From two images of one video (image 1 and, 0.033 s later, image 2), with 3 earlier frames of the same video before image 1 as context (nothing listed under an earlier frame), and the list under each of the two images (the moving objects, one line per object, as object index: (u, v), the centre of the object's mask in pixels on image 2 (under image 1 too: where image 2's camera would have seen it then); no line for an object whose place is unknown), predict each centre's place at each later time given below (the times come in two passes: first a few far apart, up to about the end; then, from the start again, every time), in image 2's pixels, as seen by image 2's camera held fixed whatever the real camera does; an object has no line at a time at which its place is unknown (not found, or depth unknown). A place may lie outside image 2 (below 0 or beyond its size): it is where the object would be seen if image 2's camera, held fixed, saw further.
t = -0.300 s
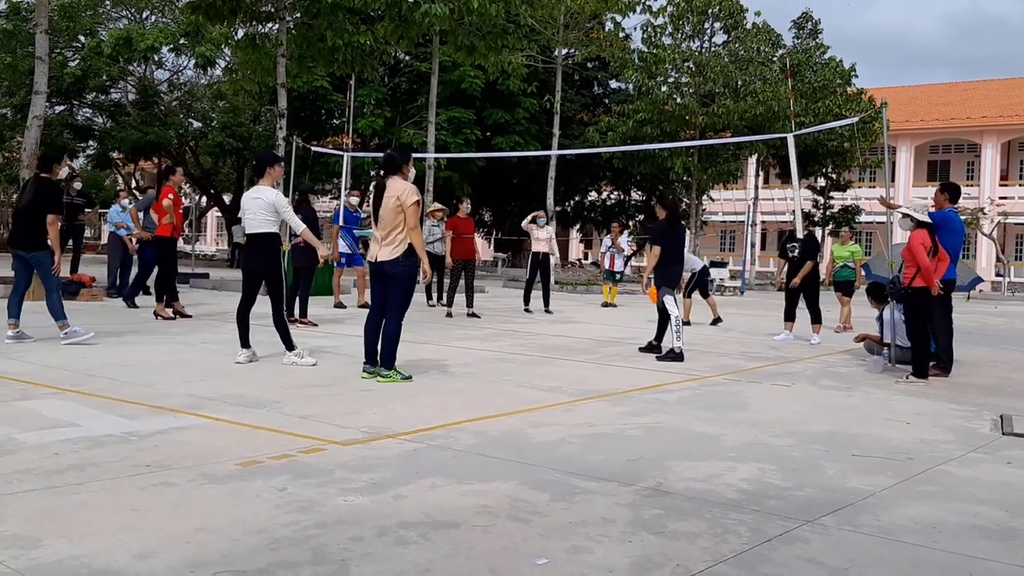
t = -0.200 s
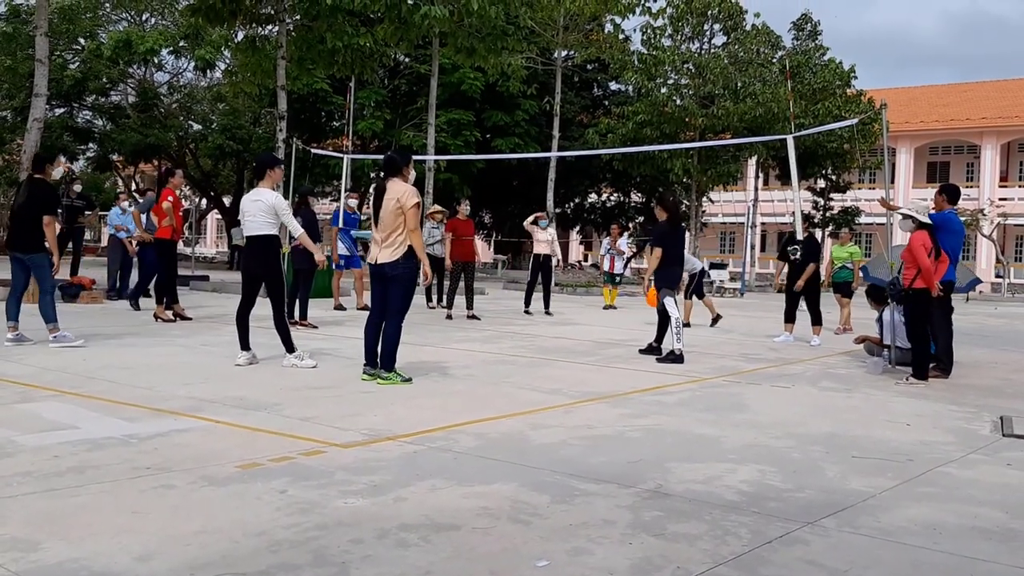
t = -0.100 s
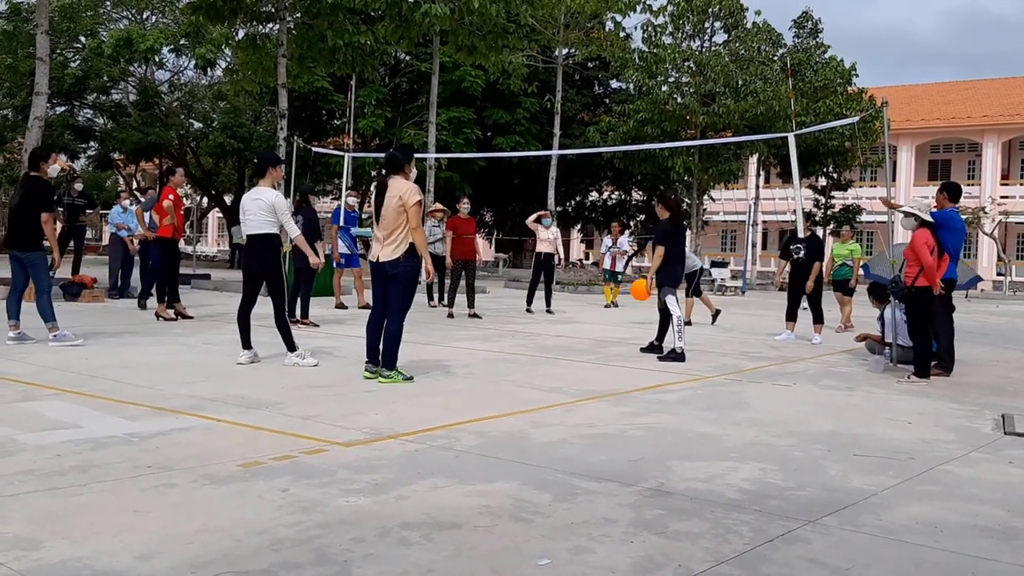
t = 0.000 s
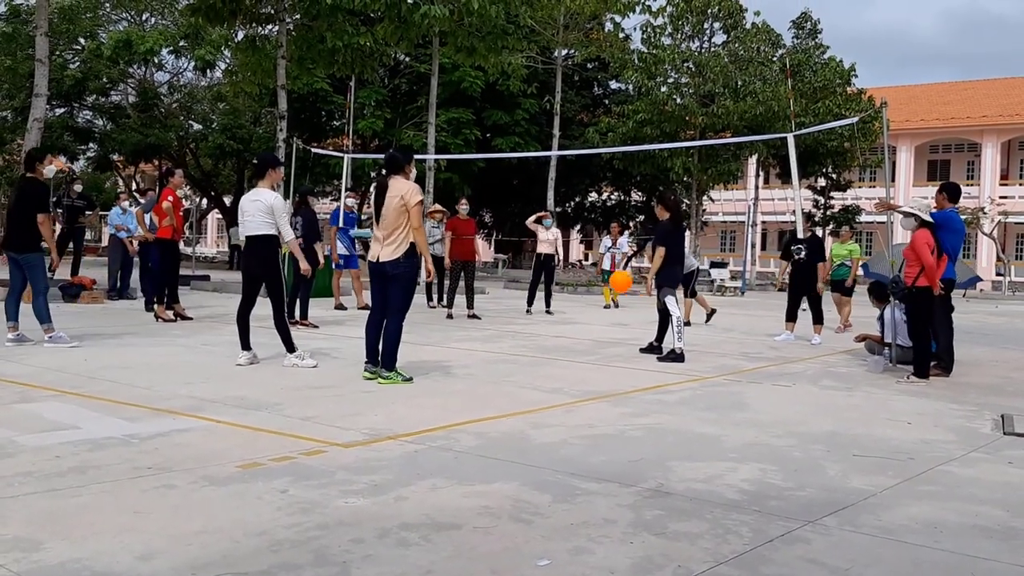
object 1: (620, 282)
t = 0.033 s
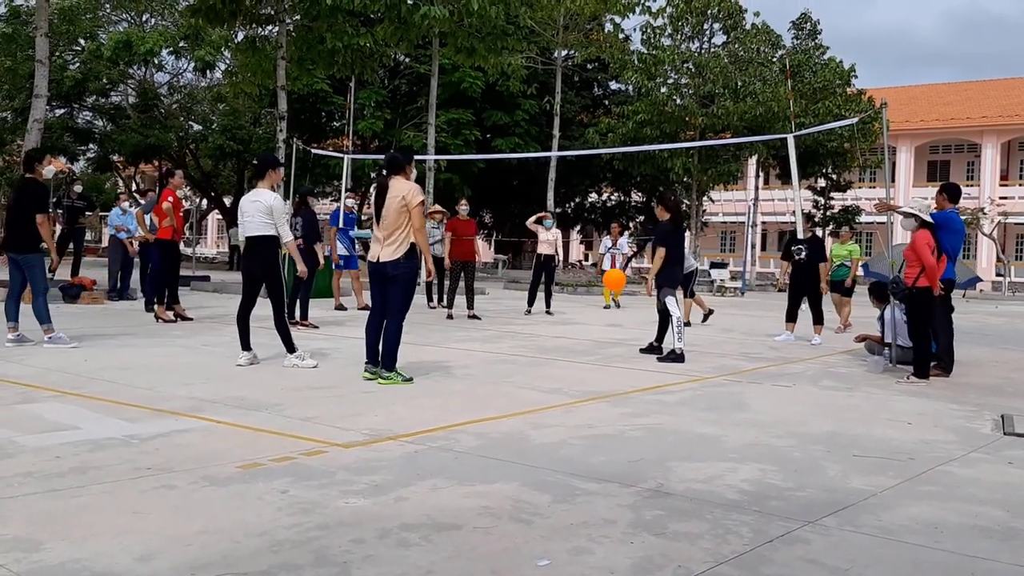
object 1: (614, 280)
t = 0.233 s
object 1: (572, 282)
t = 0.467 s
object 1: (513, 323)
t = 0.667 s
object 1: (466, 286)
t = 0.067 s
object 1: (607, 279)
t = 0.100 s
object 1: (600, 278)
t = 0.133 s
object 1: (594, 278)
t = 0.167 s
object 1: (587, 278)
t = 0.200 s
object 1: (580, 280)
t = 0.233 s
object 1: (572, 282)
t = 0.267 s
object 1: (564, 285)
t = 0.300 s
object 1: (555, 289)
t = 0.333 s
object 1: (547, 295)
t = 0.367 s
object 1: (538, 301)
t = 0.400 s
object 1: (530, 309)
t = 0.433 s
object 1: (521, 317)
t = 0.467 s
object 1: (513, 323)
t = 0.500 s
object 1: (505, 315)
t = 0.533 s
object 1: (498, 307)
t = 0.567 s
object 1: (491, 300)
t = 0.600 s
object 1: (483, 294)
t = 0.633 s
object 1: (474, 290)
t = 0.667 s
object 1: (466, 286)
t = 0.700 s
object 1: (458, 284)
